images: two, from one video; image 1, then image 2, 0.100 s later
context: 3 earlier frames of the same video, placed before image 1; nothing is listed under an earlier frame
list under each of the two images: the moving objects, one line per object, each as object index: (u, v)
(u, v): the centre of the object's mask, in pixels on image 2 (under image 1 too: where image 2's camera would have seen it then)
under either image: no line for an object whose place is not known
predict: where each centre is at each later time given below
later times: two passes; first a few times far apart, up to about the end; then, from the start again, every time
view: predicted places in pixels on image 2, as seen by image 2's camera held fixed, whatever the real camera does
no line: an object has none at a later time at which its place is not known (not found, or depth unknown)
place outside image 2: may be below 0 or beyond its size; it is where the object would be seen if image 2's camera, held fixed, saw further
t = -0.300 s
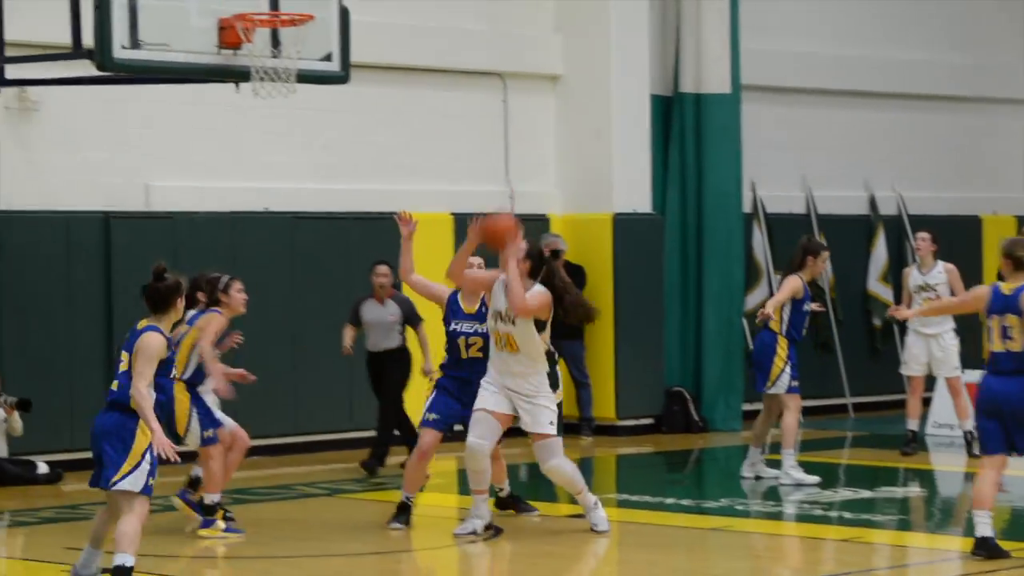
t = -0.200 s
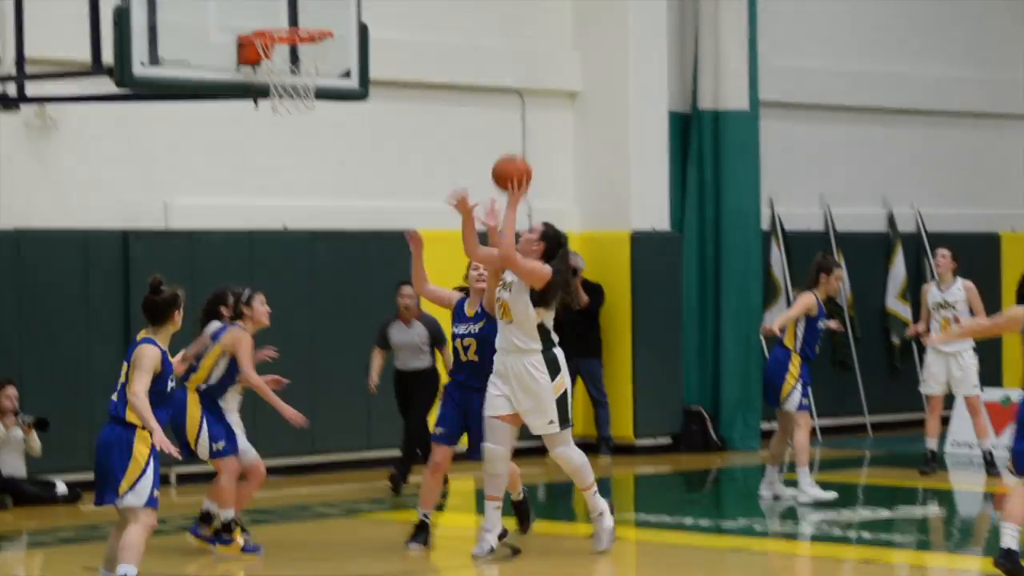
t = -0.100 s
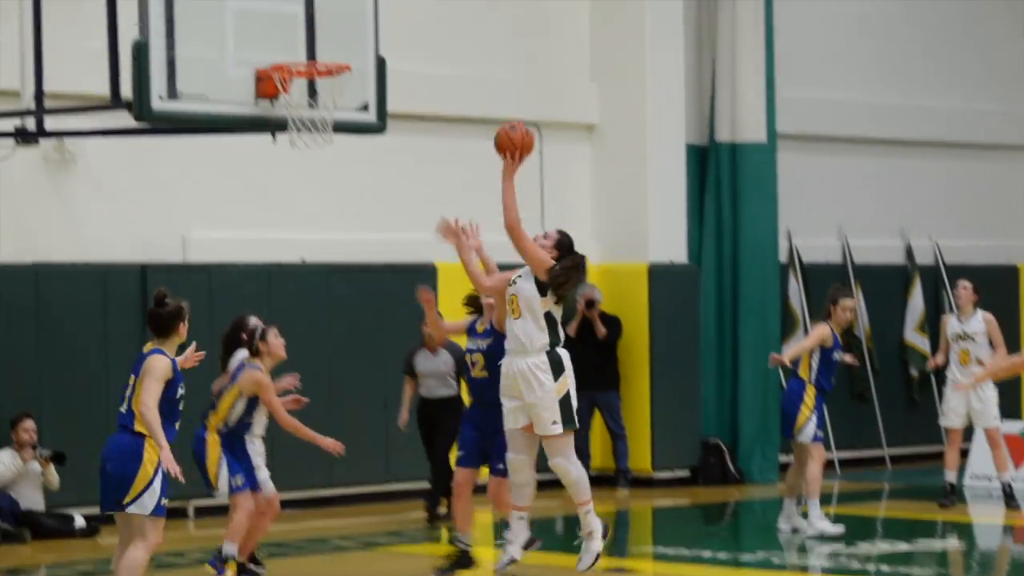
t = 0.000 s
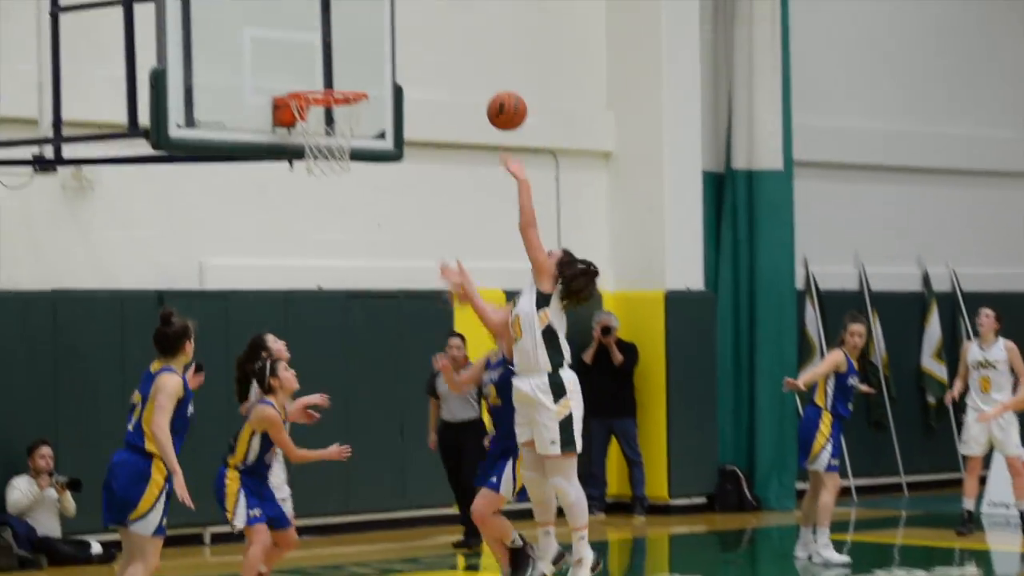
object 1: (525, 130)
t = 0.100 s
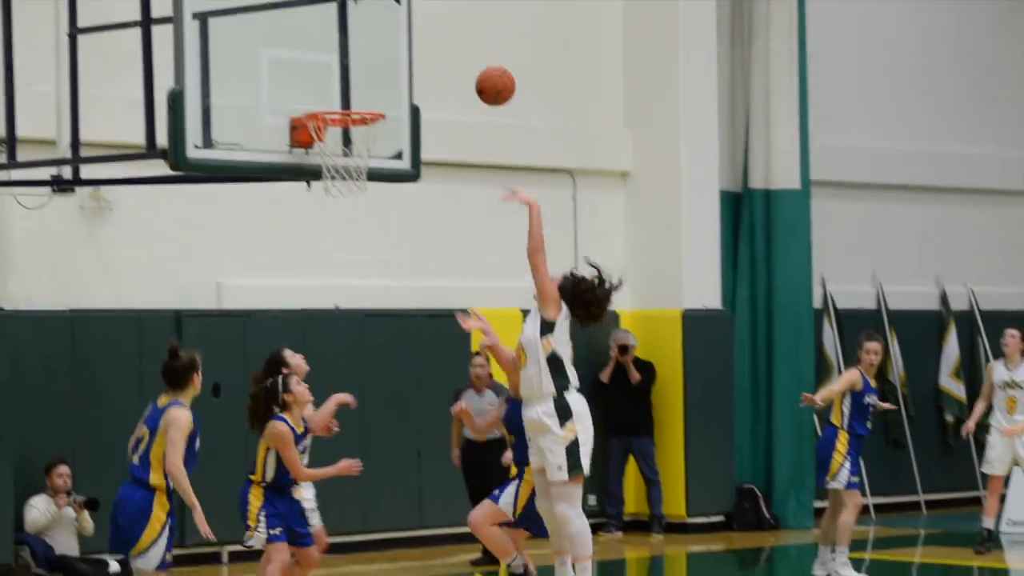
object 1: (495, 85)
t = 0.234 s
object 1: (457, 53)
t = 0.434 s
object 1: (402, 60)
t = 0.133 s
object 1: (486, 74)
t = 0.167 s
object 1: (476, 66)
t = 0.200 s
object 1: (466, 58)
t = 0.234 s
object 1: (457, 53)
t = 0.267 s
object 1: (448, 49)
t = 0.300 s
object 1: (438, 47)
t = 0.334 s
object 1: (429, 48)
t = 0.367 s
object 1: (420, 50)
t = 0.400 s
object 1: (411, 54)
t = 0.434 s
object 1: (402, 60)
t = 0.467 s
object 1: (393, 68)
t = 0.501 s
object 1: (384, 79)
